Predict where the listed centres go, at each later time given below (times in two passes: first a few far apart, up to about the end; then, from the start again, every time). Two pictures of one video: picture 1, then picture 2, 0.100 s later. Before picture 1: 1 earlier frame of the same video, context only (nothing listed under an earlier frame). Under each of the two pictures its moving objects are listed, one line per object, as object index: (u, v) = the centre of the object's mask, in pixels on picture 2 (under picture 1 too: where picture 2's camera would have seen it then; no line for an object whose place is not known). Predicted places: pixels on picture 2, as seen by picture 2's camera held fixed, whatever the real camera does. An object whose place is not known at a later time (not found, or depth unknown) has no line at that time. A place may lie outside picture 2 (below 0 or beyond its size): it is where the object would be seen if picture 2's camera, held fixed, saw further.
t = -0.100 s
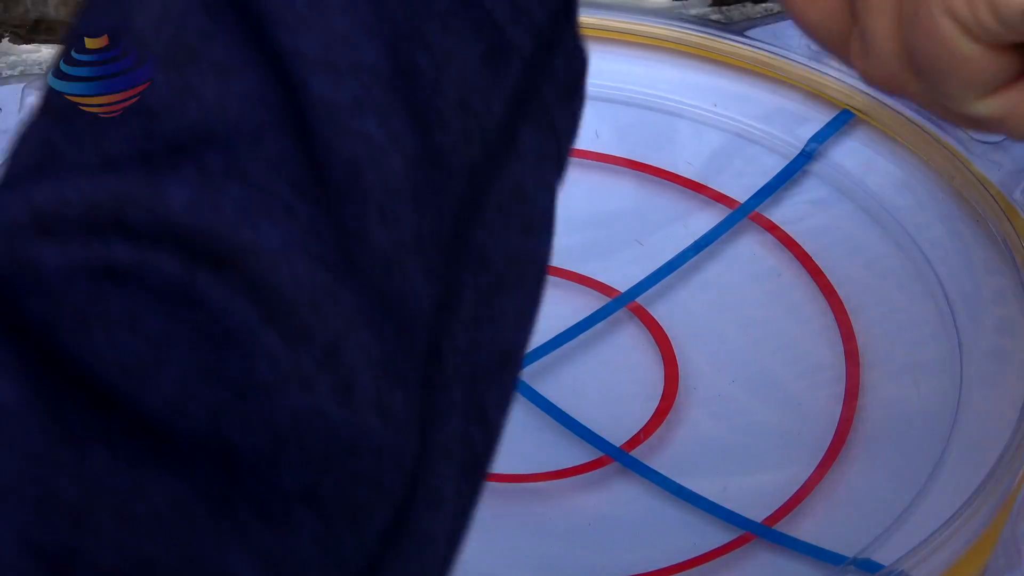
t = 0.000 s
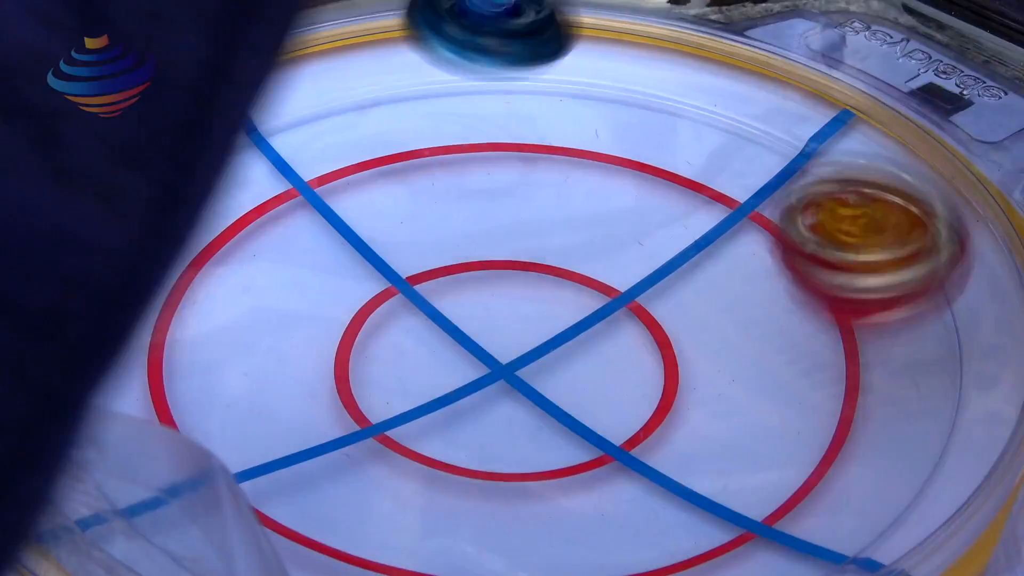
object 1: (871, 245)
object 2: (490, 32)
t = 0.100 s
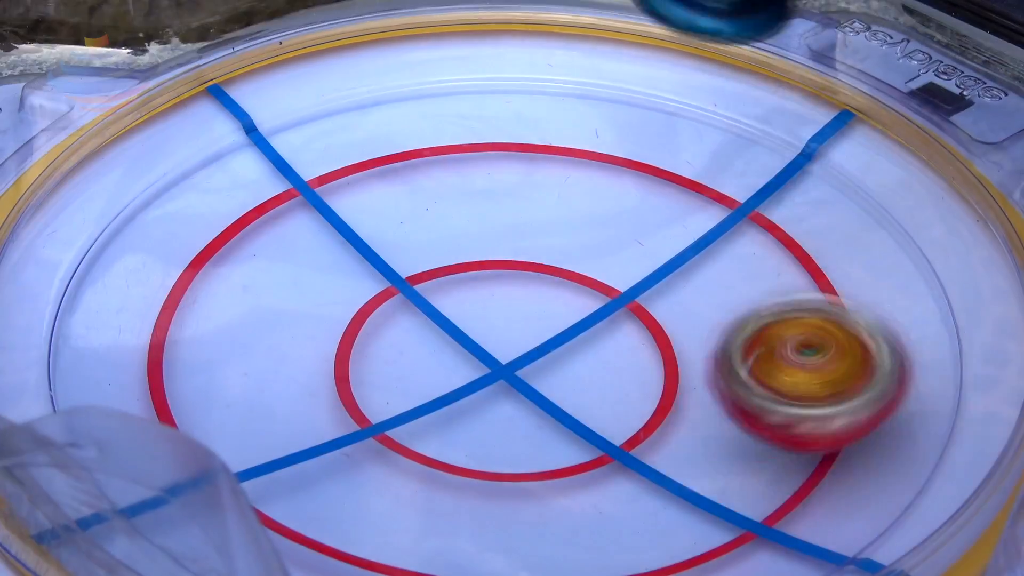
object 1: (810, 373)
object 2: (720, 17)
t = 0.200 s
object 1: (673, 381)
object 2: (775, 163)
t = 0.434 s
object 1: (77, 356)
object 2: (577, 99)
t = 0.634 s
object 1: (206, 318)
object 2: (356, 390)
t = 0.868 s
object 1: (537, 244)
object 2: (599, 533)
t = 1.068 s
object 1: (663, 205)
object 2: (870, 288)
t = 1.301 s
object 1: (444, 271)
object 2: (470, 65)
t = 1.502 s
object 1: (317, 333)
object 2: (81, 294)
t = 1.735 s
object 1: (452, 375)
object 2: (547, 551)
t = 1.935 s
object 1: (609, 327)
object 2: (889, 323)
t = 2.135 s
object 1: (605, 278)
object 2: (584, 81)
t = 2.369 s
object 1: (485, 279)
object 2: (104, 240)
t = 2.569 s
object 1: (424, 259)
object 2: (338, 527)
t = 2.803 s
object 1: (462, 263)
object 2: (909, 406)
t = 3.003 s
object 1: (490, 304)
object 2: (747, 119)
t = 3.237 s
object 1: (619, 279)
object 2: (236, 127)
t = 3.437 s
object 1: (588, 213)
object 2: (122, 392)
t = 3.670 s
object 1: (452, 274)
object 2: (711, 541)
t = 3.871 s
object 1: (493, 370)
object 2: (889, 270)
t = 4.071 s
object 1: (658, 375)
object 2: (572, 77)
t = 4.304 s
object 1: (623, 267)
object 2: (129, 209)
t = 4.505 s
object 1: (434, 263)
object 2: (229, 503)
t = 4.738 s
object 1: (376, 354)
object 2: (842, 479)
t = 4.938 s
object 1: (561, 384)
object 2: (816, 190)
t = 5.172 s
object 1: (595, 272)
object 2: (378, 84)
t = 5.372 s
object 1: (444, 219)
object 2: (83, 286)
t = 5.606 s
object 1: (312, 273)
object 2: (439, 543)
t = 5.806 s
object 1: (371, 290)
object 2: (885, 432)
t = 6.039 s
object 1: (511, 280)
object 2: (732, 133)
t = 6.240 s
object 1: (545, 321)
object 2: (341, 86)
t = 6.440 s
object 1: (476, 320)
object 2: (79, 302)
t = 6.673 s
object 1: (556, 312)
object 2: (443, 543)
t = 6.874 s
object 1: (586, 313)
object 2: (874, 435)
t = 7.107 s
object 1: (513, 302)
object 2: (739, 144)
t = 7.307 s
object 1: (511, 273)
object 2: (366, 89)
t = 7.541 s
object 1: (583, 310)
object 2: (80, 324)
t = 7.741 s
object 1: (527, 359)
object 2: (383, 535)
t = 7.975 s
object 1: (437, 305)
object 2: (872, 427)
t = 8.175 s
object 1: (482, 259)
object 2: (781, 175)
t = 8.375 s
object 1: (545, 303)
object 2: (433, 86)
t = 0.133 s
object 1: (772, 384)
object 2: (775, 50)
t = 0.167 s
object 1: (723, 387)
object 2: (826, 147)
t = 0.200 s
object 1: (673, 381)
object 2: (775, 163)
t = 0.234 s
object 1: (621, 375)
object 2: (709, 183)
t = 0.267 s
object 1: (569, 364)
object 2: (635, 240)
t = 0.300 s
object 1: (511, 352)
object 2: (588, 280)
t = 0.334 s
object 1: (375, 383)
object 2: (569, 227)
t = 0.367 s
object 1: (245, 408)
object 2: (574, 197)
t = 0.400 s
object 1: (122, 393)
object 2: (579, 141)
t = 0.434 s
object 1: (77, 356)
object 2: (577, 99)
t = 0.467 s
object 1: (79, 317)
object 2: (571, 63)
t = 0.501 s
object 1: (87, 300)
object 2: (543, 115)
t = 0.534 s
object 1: (99, 318)
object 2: (503, 189)
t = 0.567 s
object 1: (126, 359)
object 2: (456, 263)
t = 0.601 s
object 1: (164, 356)
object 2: (402, 332)
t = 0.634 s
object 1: (206, 318)
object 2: (356, 390)
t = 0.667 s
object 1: (258, 305)
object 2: (324, 446)
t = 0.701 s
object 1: (306, 323)
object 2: (323, 497)
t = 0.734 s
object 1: (355, 315)
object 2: (337, 529)
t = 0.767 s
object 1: (403, 301)
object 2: (373, 539)
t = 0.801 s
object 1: (451, 280)
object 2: (442, 539)
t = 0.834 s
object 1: (497, 262)
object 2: (517, 538)
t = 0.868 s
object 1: (537, 244)
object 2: (599, 533)
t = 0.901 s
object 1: (574, 231)
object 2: (688, 527)
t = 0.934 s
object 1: (607, 218)
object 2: (769, 502)
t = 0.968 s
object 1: (632, 210)
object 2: (831, 456)
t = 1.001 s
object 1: (651, 205)
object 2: (868, 403)
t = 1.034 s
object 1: (663, 205)
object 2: (880, 343)
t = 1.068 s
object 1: (663, 205)
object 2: (870, 288)
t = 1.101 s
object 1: (656, 210)
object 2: (838, 233)
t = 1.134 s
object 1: (643, 216)
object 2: (794, 186)
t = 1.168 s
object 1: (606, 227)
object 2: (744, 143)
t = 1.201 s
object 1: (563, 238)
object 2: (686, 105)
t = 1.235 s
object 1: (522, 248)
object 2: (622, 79)
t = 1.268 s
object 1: (481, 262)
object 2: (548, 62)
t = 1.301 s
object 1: (444, 271)
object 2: (470, 65)
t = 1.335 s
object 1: (410, 284)
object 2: (384, 74)
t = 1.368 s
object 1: (381, 296)
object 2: (305, 100)
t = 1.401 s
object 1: (356, 304)
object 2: (223, 130)
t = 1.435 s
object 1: (336, 314)
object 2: (163, 182)
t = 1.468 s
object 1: (323, 325)
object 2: (107, 229)
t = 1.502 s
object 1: (317, 333)
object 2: (81, 294)
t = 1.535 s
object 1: (318, 341)
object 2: (93, 355)
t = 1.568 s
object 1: (327, 348)
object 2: (130, 393)
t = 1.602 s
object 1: (342, 356)
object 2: (162, 477)
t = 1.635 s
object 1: (364, 364)
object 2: (288, 514)
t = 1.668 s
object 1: (389, 369)
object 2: (341, 539)
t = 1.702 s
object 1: (419, 374)
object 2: (436, 549)
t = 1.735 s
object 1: (452, 375)
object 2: (547, 551)
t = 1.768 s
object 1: (484, 370)
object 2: (655, 547)
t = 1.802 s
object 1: (518, 365)
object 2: (751, 532)
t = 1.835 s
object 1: (547, 359)
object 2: (825, 499)
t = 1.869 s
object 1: (574, 348)
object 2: (870, 442)
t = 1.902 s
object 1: (594, 338)
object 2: (890, 382)
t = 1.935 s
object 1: (609, 327)
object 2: (889, 323)
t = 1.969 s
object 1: (619, 315)
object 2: (869, 268)
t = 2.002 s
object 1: (623, 304)
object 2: (832, 218)
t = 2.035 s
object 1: (622, 294)
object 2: (784, 173)
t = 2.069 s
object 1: (617, 286)
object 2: (726, 136)
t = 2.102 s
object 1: (611, 279)
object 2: (659, 105)
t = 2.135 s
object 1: (605, 278)
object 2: (584, 81)
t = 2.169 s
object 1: (594, 277)
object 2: (507, 66)
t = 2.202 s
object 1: (580, 278)
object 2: (428, 72)
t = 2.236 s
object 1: (566, 279)
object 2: (348, 84)
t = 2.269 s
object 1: (549, 279)
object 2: (274, 115)
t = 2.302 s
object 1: (532, 279)
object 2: (203, 146)
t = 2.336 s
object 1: (507, 279)
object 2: (148, 189)
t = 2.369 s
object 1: (485, 279)
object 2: (104, 240)
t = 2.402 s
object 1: (469, 277)
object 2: (78, 295)
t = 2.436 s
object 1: (455, 276)
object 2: (81, 352)
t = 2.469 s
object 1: (443, 272)
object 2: (112, 388)
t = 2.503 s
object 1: (435, 269)
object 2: (199, 429)
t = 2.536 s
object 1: (427, 264)
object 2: (228, 508)
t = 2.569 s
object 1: (424, 259)
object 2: (338, 527)
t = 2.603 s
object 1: (425, 253)
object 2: (426, 543)
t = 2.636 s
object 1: (428, 250)
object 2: (533, 548)
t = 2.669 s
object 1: (433, 248)
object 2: (639, 546)
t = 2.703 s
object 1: (439, 248)
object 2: (738, 535)
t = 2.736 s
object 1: (447, 251)
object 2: (820, 512)
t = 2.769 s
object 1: (455, 255)
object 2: (875, 462)
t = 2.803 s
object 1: (462, 263)
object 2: (909, 406)
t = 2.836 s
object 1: (467, 271)
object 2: (921, 349)
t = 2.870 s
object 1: (469, 280)
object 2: (913, 293)
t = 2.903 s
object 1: (469, 287)
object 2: (891, 240)
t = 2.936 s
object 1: (473, 295)
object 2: (854, 194)
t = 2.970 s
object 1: (480, 300)
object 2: (805, 152)
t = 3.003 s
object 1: (490, 304)
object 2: (747, 119)
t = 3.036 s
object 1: (504, 306)
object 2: (682, 91)
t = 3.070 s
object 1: (524, 307)
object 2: (611, 72)
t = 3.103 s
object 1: (544, 306)
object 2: (534, 70)
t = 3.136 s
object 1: (565, 303)
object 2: (456, 71)
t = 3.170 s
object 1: (587, 297)
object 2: (380, 78)
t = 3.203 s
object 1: (604, 289)
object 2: (307, 102)
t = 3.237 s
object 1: (619, 279)
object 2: (236, 127)
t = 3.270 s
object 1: (628, 268)
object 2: (179, 165)
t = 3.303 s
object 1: (633, 255)
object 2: (132, 208)
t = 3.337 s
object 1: (632, 243)
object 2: (95, 255)
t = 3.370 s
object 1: (624, 230)
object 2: (77, 308)
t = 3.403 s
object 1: (610, 221)
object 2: (84, 361)
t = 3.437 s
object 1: (588, 213)
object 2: (122, 392)
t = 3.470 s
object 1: (564, 209)
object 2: (215, 442)
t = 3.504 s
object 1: (541, 210)
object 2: (283, 507)
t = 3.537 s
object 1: (519, 215)
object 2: (334, 533)
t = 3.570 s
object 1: (497, 224)
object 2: (411, 548)
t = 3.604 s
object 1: (477, 239)
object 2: (513, 554)
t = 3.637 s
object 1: (462, 256)
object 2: (616, 551)
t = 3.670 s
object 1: (452, 274)
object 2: (711, 541)
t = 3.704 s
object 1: (447, 294)
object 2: (793, 523)
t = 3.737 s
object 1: (449, 312)
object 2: (852, 481)
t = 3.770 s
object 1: (453, 328)
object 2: (890, 428)
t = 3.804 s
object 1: (462, 343)
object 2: (907, 376)
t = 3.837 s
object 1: (475, 357)
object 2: (907, 322)
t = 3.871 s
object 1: (493, 370)
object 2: (889, 270)
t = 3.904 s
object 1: (516, 379)
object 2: (858, 222)
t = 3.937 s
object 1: (543, 384)
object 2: (815, 180)
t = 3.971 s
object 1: (572, 390)
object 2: (763, 145)
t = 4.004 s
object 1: (598, 390)
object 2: (705, 116)
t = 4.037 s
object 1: (631, 386)
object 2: (641, 92)
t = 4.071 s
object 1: (658, 375)
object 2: (572, 77)
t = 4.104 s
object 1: (679, 363)
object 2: (501, 67)
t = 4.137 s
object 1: (692, 348)
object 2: (428, 71)
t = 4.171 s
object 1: (694, 329)
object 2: (356, 83)
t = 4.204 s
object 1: (686, 313)
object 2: (286, 105)
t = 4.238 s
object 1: (671, 294)
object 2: (224, 134)
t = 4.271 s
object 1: (648, 279)
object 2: (172, 169)
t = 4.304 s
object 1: (623, 267)
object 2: (129, 209)
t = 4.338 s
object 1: (590, 257)
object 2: (94, 255)
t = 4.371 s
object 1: (557, 253)
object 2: (80, 309)
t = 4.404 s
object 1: (527, 249)
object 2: (88, 359)
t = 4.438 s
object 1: (493, 252)
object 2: (129, 388)
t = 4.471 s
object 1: (462, 257)
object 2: (211, 432)
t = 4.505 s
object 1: (434, 263)
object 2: (229, 503)
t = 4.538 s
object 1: (406, 275)
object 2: (337, 523)
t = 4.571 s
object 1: (387, 287)
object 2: (416, 538)
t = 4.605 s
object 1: (370, 302)
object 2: (513, 545)
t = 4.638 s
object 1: (359, 317)
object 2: (612, 545)
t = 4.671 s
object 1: (357, 330)
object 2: (704, 536)
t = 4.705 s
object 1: (361, 345)
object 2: (783, 517)
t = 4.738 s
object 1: (376, 354)
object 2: (842, 479)
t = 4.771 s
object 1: (395, 367)
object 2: (881, 428)
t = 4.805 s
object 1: (422, 379)
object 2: (898, 375)
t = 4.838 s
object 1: (453, 386)
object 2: (899, 324)
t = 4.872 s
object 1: (490, 390)
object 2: (886, 276)
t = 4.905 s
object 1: (526, 390)
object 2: (857, 230)
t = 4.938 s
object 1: (561, 384)
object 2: (816, 190)
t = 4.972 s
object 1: (585, 374)
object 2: (769, 156)
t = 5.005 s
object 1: (609, 359)
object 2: (714, 127)
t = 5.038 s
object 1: (619, 343)
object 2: (651, 103)
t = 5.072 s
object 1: (624, 324)
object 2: (584, 88)
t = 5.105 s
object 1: (620, 307)
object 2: (516, 80)
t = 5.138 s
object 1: (608, 290)
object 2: (447, 79)
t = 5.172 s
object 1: (595, 272)
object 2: (378, 84)
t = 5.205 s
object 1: (572, 258)
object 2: (309, 95)
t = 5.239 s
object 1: (551, 244)
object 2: (248, 122)
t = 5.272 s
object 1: (526, 234)
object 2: (190, 154)
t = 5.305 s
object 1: (499, 225)
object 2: (141, 192)
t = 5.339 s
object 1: (474, 219)
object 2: (107, 236)
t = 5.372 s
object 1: (444, 219)
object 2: (83, 286)
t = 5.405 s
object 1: (419, 217)
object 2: (81, 339)
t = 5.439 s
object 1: (392, 220)
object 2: (99, 374)
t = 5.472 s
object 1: (367, 229)
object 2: (156, 402)
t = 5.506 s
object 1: (345, 237)
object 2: (188, 479)
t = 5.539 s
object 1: (325, 251)
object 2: (299, 508)
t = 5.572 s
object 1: (315, 262)
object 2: (354, 531)
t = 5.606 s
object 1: (312, 273)
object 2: (439, 543)
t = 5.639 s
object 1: (309, 283)
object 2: (533, 545)
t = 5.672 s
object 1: (317, 288)
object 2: (626, 544)
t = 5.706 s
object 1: (326, 292)
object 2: (715, 537)
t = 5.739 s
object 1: (335, 295)
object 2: (792, 519)
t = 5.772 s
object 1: (352, 292)
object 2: (847, 481)
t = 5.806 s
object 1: (371, 290)
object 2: (885, 432)
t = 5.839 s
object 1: (387, 289)
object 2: (903, 380)
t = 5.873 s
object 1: (409, 283)
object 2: (907, 332)
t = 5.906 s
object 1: (431, 280)
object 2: (893, 282)
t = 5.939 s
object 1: (452, 279)
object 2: (868, 238)
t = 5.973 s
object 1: (472, 278)
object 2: (833, 199)
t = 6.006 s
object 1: (491, 279)
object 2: (786, 162)
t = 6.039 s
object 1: (511, 280)
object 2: (732, 133)
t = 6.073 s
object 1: (528, 285)
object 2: (676, 110)
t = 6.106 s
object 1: (537, 290)
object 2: (611, 92)
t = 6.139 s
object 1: (548, 297)
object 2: (544, 81)
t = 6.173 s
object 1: (553, 304)
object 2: (477, 78)
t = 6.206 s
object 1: (551, 312)
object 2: (409, 79)
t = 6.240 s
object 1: (545, 321)
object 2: (341, 86)
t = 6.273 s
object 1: (536, 324)
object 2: (277, 107)
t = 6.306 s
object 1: (525, 328)
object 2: (222, 136)
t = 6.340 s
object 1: (511, 328)
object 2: (171, 168)
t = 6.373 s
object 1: (494, 326)
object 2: (128, 207)
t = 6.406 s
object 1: (485, 323)
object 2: (96, 251)
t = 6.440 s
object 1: (476, 320)
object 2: (79, 302)
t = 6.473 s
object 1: (478, 315)
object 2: (83, 350)
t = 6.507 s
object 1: (482, 312)
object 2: (108, 379)
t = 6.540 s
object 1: (491, 308)
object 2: (146, 447)
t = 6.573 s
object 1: (505, 309)
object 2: (200, 487)
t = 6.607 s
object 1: (520, 310)
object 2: (288, 515)
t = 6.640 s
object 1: (539, 313)
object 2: (359, 531)
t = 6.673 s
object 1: (556, 312)
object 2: (443, 543)
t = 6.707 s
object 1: (571, 312)
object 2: (535, 546)
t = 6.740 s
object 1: (581, 311)
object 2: (625, 544)
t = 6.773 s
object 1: (588, 311)
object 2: (710, 537)
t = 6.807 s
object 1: (590, 311)
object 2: (783, 519)
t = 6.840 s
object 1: (589, 312)
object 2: (838, 484)
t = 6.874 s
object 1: (586, 313)
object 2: (874, 435)
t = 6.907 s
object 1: (577, 313)
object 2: (894, 388)
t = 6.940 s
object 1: (569, 313)
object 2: (899, 338)
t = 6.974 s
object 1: (557, 313)
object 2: (888, 293)
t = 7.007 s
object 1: (547, 312)
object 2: (865, 248)
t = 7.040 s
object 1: (534, 310)
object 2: (832, 209)
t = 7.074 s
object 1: (525, 306)
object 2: (790, 173)
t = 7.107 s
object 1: (513, 302)
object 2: (739, 144)
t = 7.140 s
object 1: (507, 297)
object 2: (685, 119)
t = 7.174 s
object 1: (500, 291)
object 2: (624, 100)
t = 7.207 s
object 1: (499, 286)
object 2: (561, 89)
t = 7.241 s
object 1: (498, 280)
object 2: (496, 82)
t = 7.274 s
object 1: (505, 276)
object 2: (429, 81)
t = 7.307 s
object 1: (511, 273)
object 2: (366, 89)
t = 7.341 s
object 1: (522, 272)
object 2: (300, 99)
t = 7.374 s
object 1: (533, 273)
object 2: (241, 123)
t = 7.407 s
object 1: (547, 277)
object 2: (191, 155)
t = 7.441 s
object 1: (558, 282)
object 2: (146, 189)
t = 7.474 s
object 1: (569, 290)
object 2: (112, 232)
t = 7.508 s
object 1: (577, 300)
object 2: (90, 277)
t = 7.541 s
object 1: (583, 310)
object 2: (80, 324)
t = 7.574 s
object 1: (584, 321)
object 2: (91, 365)
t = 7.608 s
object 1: (580, 332)
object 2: (136, 392)
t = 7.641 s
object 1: (572, 341)
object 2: (206, 430)
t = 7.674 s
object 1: (560, 350)
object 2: (275, 488)
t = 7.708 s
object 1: (544, 356)
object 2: (324, 519)
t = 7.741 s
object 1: (527, 359)
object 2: (383, 535)
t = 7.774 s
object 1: (509, 358)
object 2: (470, 543)
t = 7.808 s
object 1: (489, 354)
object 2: (556, 544)
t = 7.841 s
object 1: (474, 348)
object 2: (643, 542)
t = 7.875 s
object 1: (461, 339)
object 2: (724, 531)
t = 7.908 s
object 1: (452, 328)
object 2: (791, 513)
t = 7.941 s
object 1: (442, 317)
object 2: (839, 474)
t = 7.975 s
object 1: (437, 305)
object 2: (872, 427)
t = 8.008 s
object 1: (435, 294)
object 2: (889, 383)
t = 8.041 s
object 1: (435, 285)
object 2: (890, 333)
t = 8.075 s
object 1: (444, 275)
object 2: (880, 290)
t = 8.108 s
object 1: (454, 268)
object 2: (855, 246)
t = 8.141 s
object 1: (468, 262)
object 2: (824, 210)
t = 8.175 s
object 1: (482, 259)
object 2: (781, 175)
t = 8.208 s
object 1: (495, 261)
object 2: (735, 148)
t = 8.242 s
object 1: (511, 266)
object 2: (680, 123)
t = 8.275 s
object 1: (524, 273)
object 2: (623, 105)
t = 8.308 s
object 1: (538, 283)
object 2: (560, 93)
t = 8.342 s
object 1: (542, 291)
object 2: (499, 87)
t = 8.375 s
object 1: (545, 303)
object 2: (433, 86)
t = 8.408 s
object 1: (542, 314)
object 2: (372, 91)
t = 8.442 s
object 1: (534, 323)
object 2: (308, 102)
